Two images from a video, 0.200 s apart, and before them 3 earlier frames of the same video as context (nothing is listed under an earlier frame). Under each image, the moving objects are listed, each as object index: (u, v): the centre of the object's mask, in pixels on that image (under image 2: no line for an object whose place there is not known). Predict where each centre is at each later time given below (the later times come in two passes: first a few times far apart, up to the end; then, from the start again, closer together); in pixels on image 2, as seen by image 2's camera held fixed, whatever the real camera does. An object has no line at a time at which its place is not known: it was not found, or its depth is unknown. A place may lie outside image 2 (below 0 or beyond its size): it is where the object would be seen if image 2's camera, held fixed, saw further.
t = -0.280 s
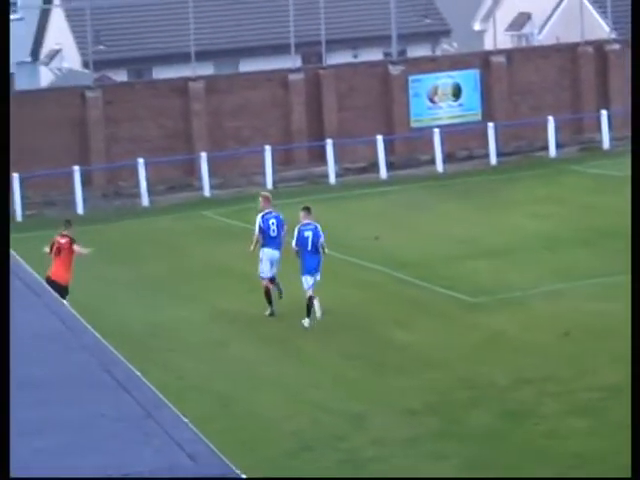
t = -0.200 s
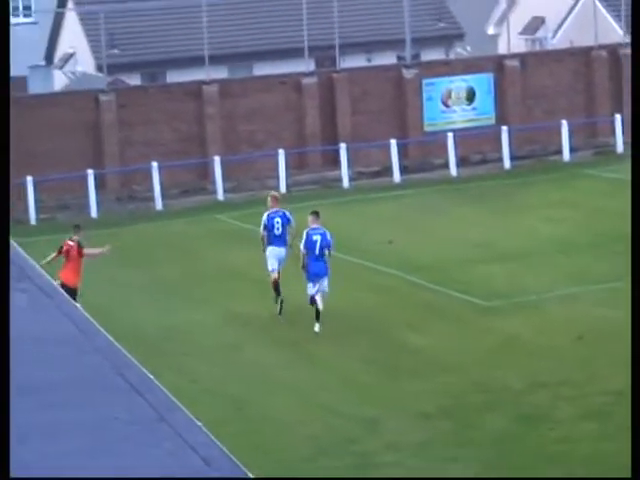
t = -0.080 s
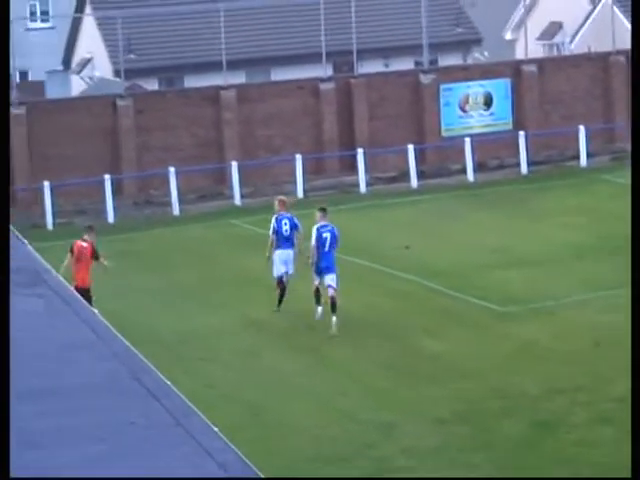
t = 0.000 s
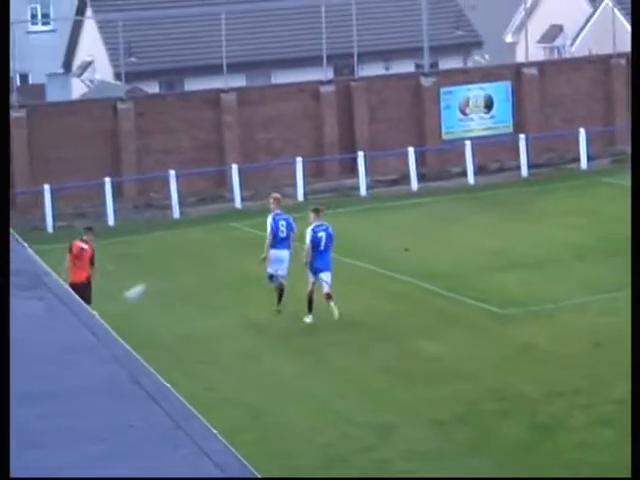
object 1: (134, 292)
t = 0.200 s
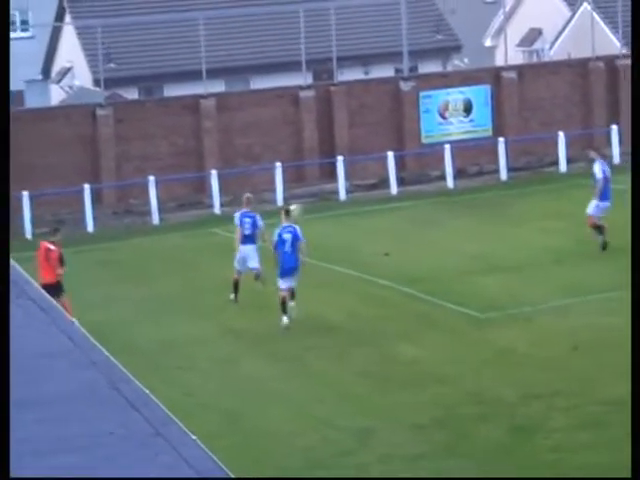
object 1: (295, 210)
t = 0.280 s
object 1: (356, 184)
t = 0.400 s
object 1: (449, 150)
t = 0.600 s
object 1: (592, 116)
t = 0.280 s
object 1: (356, 184)
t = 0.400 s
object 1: (449, 150)
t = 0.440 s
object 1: (477, 142)
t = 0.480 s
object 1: (508, 133)
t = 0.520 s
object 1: (536, 127)
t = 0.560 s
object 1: (564, 120)
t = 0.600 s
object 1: (592, 116)
